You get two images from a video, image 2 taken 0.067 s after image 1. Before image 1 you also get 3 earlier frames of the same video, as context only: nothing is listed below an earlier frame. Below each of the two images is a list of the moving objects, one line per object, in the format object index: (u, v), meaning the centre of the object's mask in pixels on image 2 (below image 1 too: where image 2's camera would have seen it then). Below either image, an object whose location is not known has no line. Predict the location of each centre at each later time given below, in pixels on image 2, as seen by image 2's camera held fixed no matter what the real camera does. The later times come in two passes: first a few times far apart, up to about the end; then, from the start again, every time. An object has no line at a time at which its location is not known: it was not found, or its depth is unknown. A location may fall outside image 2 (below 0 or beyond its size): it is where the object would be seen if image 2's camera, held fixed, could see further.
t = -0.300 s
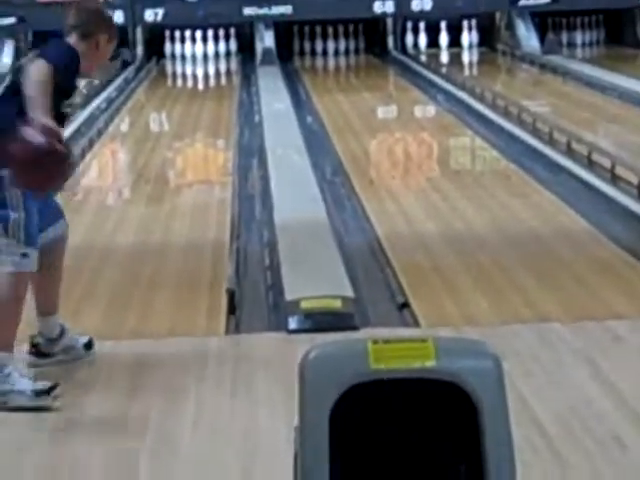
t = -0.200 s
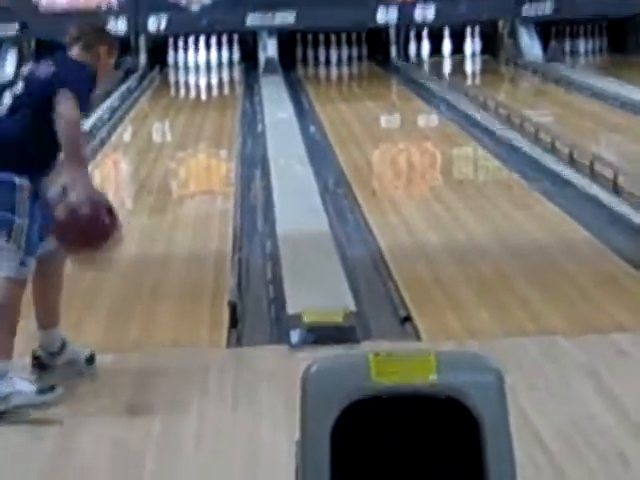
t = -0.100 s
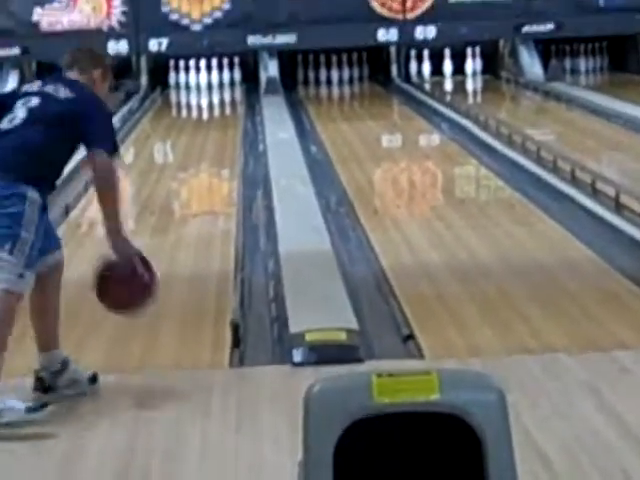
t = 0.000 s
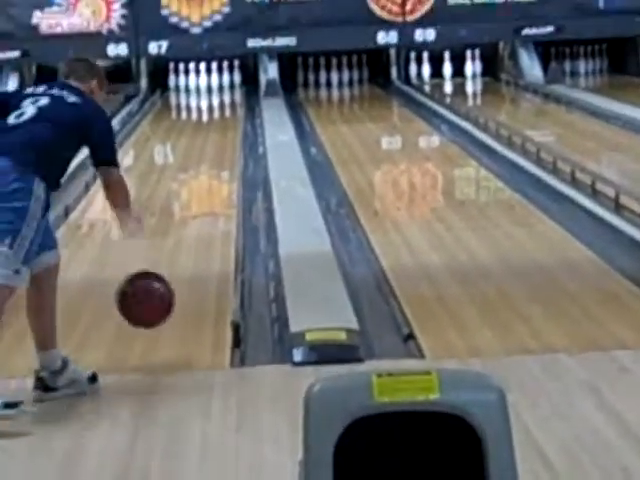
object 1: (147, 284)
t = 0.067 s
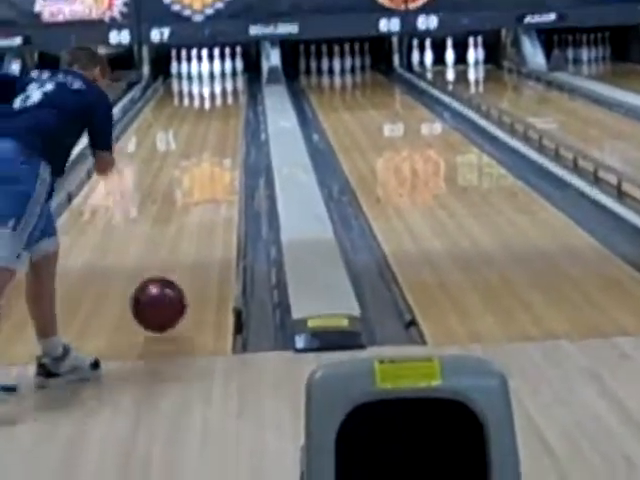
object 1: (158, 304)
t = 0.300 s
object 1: (183, 268)
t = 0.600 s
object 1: (204, 226)
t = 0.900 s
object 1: (219, 195)
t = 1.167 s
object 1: (220, 175)
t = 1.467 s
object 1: (215, 157)
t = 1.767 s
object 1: (210, 143)
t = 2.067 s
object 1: (206, 130)
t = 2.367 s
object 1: (202, 121)
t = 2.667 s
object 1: (197, 113)
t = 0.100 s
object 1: (163, 304)
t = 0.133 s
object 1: (166, 296)
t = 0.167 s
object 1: (170, 291)
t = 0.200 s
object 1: (174, 286)
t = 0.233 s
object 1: (177, 280)
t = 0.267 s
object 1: (180, 274)
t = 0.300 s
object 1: (183, 268)
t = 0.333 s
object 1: (186, 263)
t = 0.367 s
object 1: (189, 257)
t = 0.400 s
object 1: (191, 252)
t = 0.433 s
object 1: (194, 248)
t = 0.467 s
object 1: (196, 243)
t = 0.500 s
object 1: (198, 239)
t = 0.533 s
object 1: (201, 234)
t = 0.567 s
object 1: (203, 230)
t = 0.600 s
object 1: (204, 226)
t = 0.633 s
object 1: (206, 221)
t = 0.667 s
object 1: (208, 217)
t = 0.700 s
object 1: (210, 214)
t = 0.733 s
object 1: (212, 211)
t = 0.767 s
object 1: (213, 208)
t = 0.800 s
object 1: (214, 204)
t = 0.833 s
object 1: (216, 201)
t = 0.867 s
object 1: (218, 198)
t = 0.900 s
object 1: (219, 195)
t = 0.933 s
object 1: (221, 192)
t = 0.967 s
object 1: (222, 189)
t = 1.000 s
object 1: (222, 187)
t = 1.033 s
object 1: (222, 184)
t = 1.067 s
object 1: (222, 181)
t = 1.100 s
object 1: (221, 179)
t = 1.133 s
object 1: (220, 177)
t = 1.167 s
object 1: (220, 175)
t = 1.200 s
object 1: (219, 172)
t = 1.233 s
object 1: (219, 171)
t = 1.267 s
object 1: (218, 169)
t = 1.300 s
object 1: (217, 167)
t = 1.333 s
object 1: (217, 165)
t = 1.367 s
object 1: (216, 162)
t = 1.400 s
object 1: (216, 160)
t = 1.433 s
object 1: (215, 158)
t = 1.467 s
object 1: (215, 157)
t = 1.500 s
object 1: (214, 155)
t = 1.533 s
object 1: (214, 153)
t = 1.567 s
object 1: (213, 151)
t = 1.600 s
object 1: (213, 150)
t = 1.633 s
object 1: (212, 149)
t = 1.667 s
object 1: (212, 147)
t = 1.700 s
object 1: (211, 146)
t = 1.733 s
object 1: (211, 144)
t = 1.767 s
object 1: (210, 143)
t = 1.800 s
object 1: (210, 141)
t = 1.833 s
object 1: (209, 140)
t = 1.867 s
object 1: (209, 138)
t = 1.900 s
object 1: (208, 137)
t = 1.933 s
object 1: (208, 136)
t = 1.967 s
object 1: (208, 135)
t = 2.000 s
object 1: (207, 134)
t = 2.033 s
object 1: (207, 133)
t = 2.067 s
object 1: (206, 130)
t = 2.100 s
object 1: (205, 127)
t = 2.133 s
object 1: (205, 127)
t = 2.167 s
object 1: (204, 127)
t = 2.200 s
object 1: (204, 127)
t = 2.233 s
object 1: (203, 126)
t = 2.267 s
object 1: (203, 123)
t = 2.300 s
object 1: (203, 122)
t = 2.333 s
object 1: (203, 121)
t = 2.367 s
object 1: (202, 121)
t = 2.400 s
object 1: (202, 120)
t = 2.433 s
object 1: (202, 120)
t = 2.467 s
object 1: (201, 119)
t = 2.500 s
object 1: (200, 117)
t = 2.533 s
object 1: (199, 117)
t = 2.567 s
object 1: (199, 116)
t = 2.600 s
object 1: (199, 115)
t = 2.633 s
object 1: (198, 114)
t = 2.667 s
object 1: (197, 113)
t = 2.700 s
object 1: (198, 112)
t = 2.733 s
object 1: (197, 112)
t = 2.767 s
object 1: (197, 111)
